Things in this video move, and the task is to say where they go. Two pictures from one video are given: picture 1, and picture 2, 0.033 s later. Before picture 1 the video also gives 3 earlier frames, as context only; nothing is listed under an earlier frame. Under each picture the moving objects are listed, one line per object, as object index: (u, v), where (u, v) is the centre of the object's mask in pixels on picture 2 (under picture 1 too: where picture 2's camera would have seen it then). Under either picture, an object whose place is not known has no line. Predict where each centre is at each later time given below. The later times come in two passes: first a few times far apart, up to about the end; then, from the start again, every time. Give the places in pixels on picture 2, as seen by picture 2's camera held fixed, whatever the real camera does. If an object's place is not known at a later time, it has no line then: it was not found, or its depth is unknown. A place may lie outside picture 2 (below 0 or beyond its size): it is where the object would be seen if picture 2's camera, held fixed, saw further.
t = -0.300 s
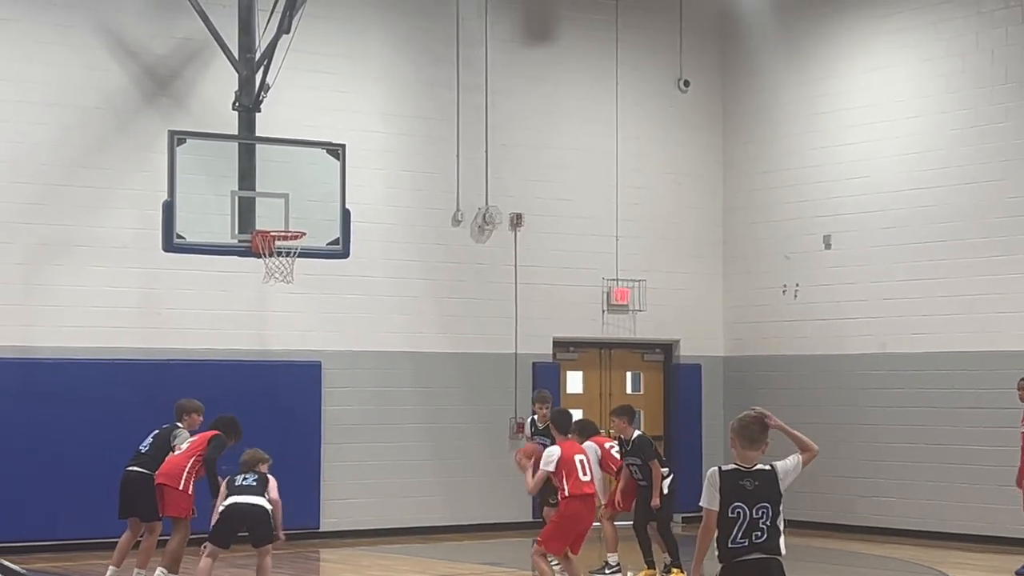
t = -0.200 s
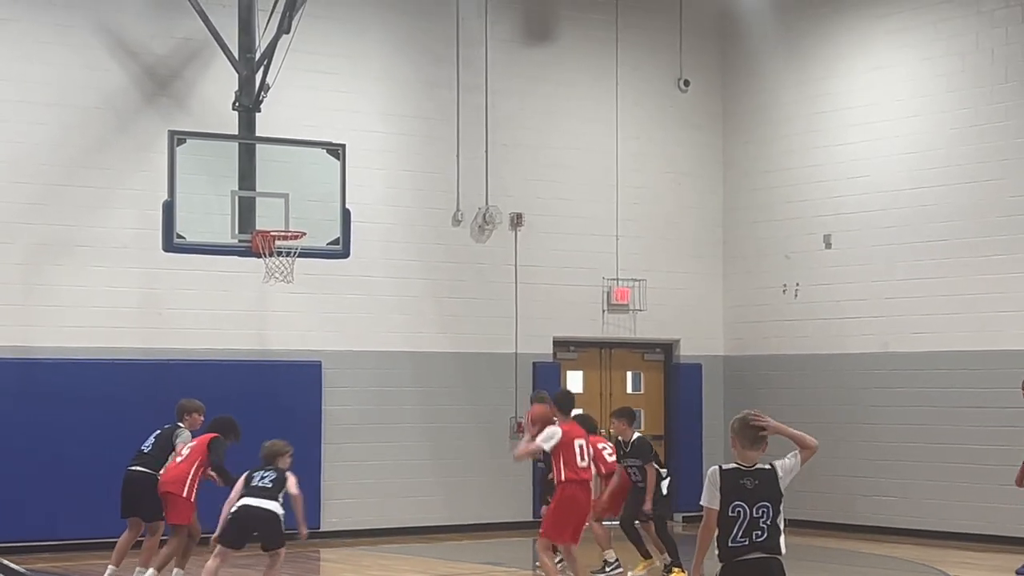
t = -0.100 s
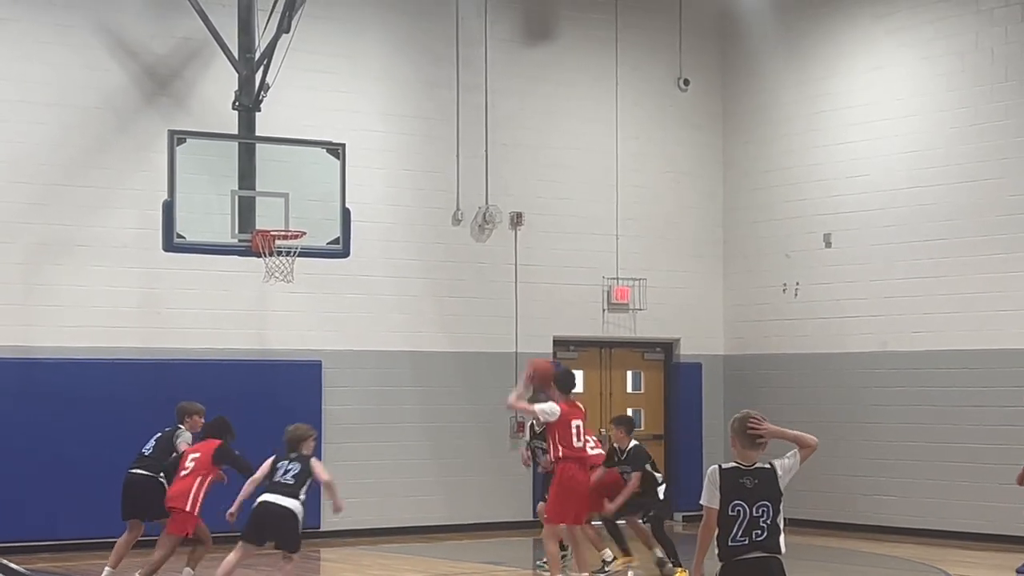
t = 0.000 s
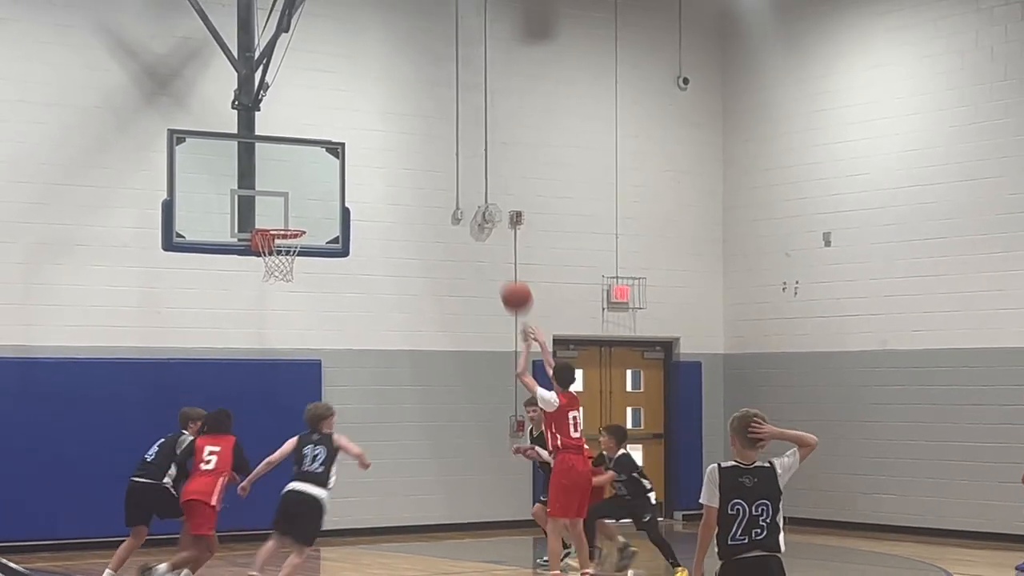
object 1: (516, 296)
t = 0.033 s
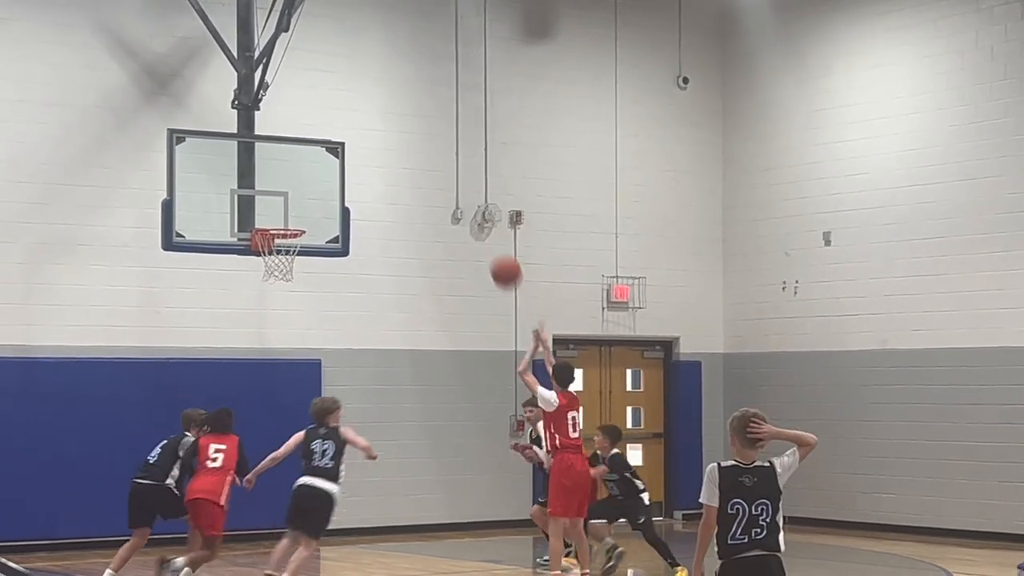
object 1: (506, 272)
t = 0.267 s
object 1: (438, 147)
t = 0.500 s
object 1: (376, 94)
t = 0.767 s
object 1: (312, 111)
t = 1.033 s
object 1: (256, 200)
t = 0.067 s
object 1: (496, 249)
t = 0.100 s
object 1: (486, 228)
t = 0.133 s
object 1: (476, 209)
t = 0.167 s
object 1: (466, 190)
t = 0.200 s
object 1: (456, 175)
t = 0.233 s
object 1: (447, 160)
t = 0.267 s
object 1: (438, 147)
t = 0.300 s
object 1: (428, 135)
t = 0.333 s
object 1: (419, 125)
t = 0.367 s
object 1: (410, 116)
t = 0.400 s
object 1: (401, 109)
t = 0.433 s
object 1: (393, 102)
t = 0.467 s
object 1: (384, 98)
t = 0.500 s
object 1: (376, 94)
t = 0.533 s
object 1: (367, 92)
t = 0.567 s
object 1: (359, 91)
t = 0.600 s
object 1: (351, 92)
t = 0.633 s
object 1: (343, 93)
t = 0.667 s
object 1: (335, 96)
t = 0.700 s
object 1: (327, 100)
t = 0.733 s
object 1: (320, 105)
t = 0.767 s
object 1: (312, 111)
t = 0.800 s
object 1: (305, 118)
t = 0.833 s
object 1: (298, 127)
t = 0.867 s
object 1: (290, 137)
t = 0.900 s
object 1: (283, 147)
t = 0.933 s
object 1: (276, 159)
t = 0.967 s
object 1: (269, 172)
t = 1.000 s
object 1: (262, 185)
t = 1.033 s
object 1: (256, 200)
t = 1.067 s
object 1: (248, 215)
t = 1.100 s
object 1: (242, 230)
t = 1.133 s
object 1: (236, 233)
